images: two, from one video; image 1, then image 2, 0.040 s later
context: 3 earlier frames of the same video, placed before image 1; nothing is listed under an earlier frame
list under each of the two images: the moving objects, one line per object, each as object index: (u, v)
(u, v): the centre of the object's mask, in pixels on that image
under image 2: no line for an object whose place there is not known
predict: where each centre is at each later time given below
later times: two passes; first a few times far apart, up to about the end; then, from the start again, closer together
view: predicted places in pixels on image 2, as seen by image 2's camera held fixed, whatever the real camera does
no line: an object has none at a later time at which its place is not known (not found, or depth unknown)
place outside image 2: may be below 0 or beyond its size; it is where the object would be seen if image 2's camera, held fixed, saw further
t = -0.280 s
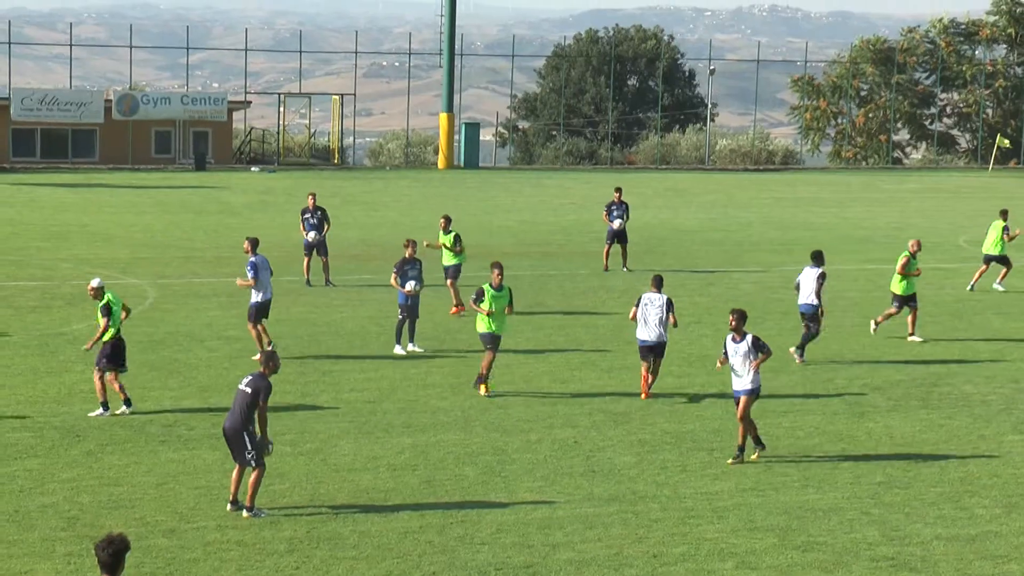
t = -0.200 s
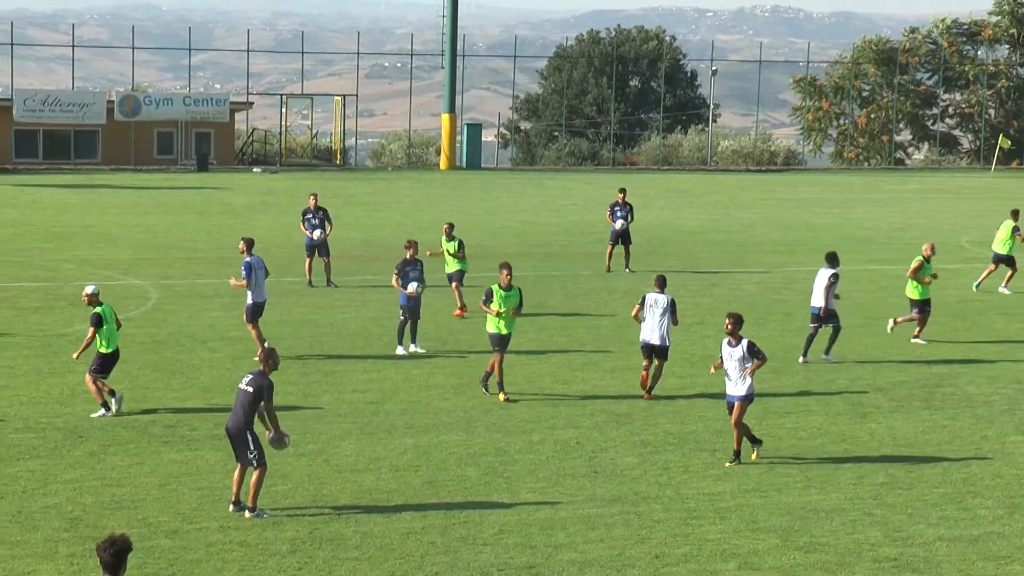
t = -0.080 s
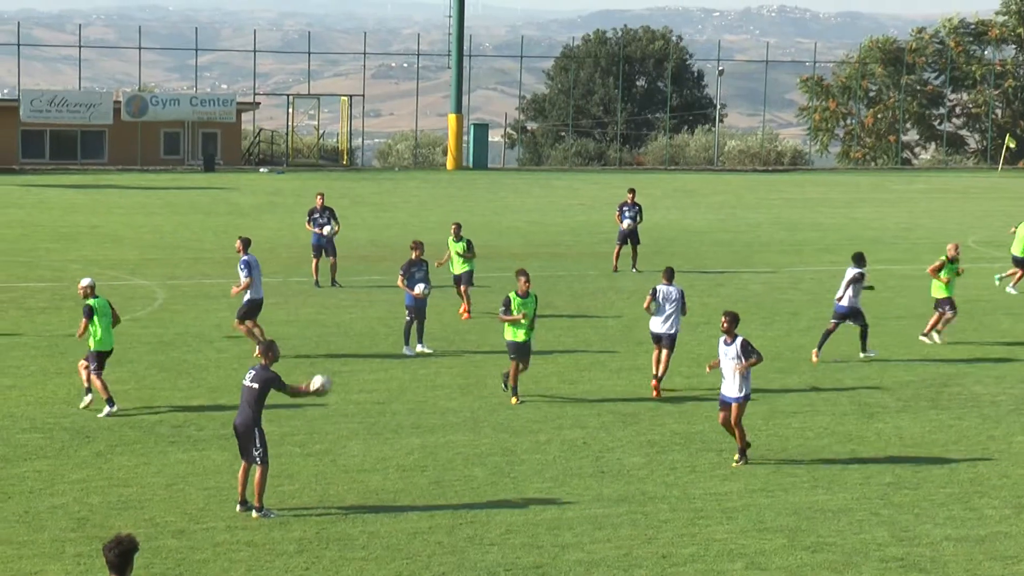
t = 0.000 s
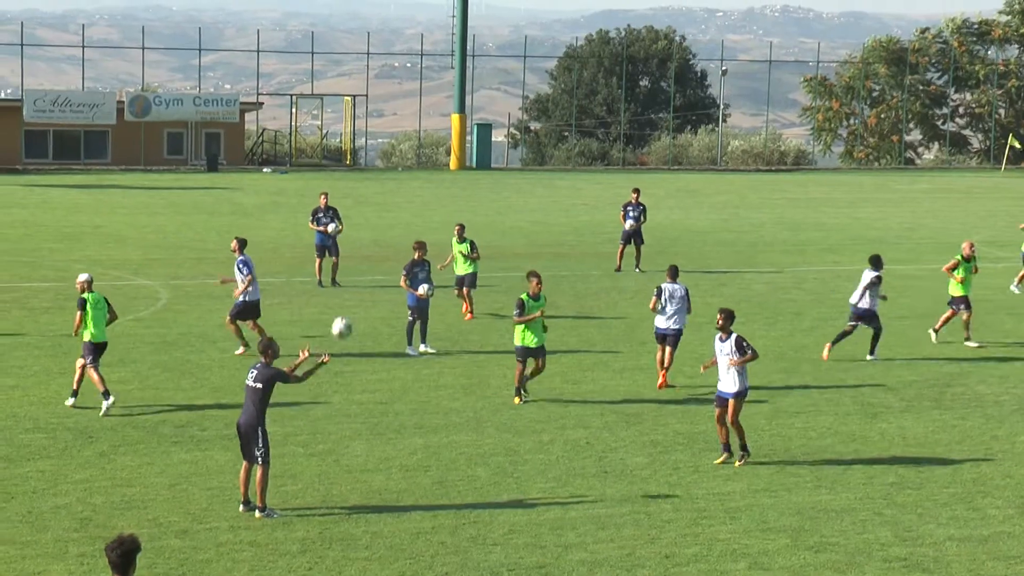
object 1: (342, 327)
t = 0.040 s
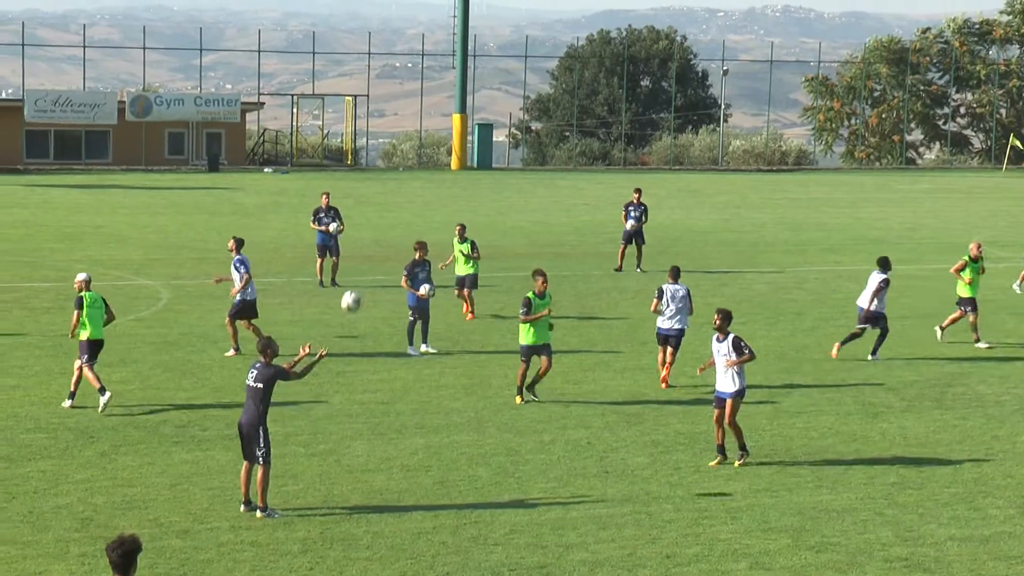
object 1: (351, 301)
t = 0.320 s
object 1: (408, 157)
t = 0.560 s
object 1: (460, 94)
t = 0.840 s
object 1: (513, 88)
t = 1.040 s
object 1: (549, 125)
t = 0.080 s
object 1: (359, 276)
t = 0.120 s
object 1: (368, 253)
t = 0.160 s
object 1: (377, 231)
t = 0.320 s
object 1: (408, 157)
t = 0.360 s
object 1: (418, 141)
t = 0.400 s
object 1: (428, 131)
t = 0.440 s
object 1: (436, 120)
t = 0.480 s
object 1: (443, 110)
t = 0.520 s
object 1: (451, 101)
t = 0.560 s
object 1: (460, 94)
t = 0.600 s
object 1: (468, 89)
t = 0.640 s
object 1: (475, 86)
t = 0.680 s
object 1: (483, 83)
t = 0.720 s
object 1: (491, 82)
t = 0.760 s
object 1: (499, 83)
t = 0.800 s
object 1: (506, 85)
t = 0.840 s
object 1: (513, 88)
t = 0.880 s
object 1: (520, 92)
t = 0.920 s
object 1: (526, 97)
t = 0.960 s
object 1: (534, 105)
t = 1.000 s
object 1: (542, 115)
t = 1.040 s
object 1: (549, 125)
